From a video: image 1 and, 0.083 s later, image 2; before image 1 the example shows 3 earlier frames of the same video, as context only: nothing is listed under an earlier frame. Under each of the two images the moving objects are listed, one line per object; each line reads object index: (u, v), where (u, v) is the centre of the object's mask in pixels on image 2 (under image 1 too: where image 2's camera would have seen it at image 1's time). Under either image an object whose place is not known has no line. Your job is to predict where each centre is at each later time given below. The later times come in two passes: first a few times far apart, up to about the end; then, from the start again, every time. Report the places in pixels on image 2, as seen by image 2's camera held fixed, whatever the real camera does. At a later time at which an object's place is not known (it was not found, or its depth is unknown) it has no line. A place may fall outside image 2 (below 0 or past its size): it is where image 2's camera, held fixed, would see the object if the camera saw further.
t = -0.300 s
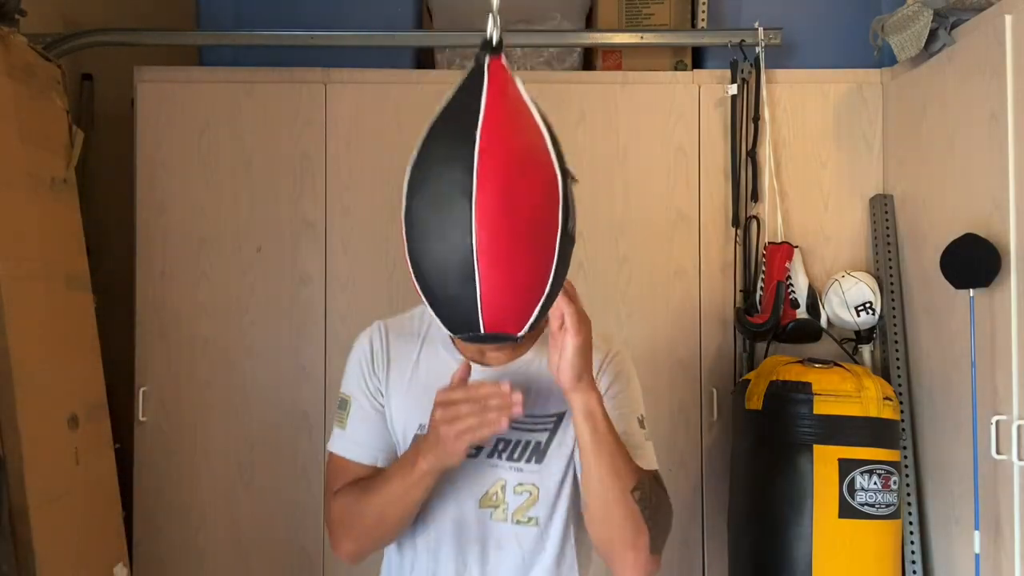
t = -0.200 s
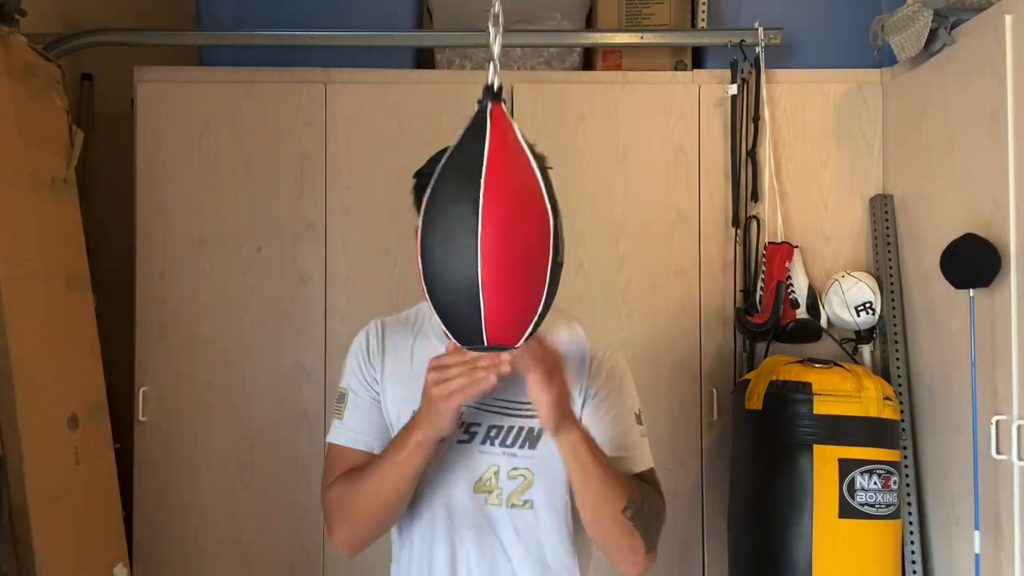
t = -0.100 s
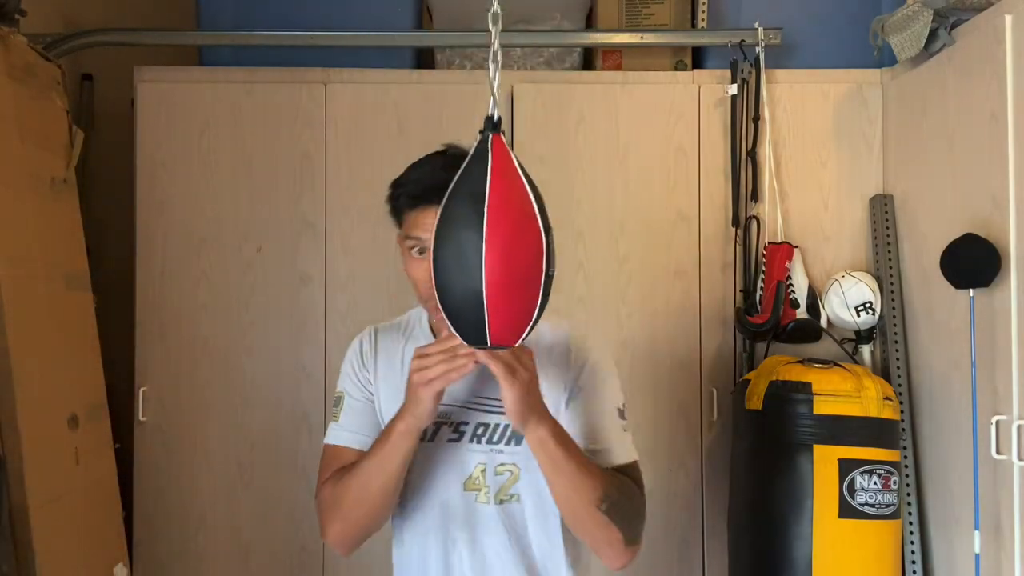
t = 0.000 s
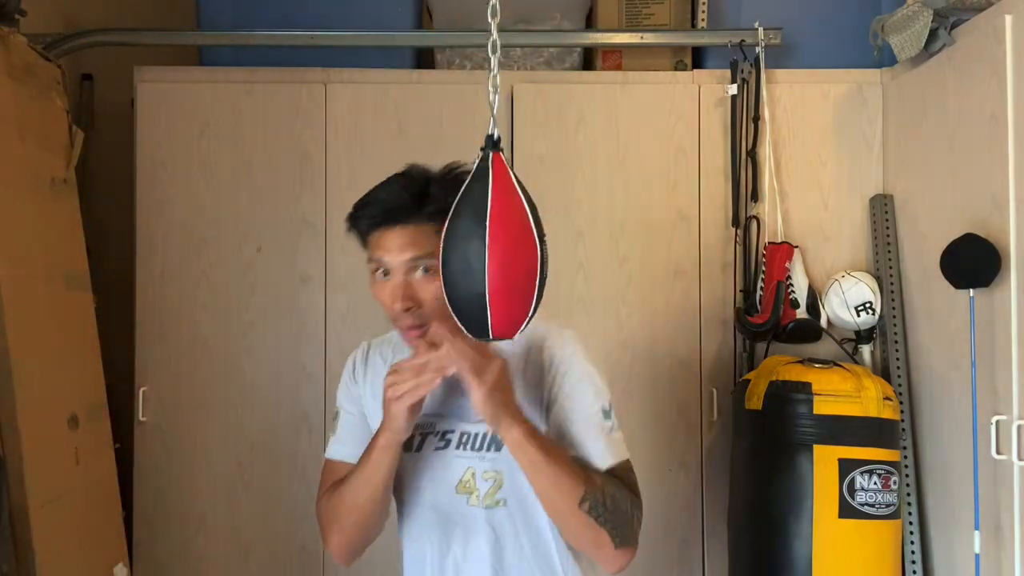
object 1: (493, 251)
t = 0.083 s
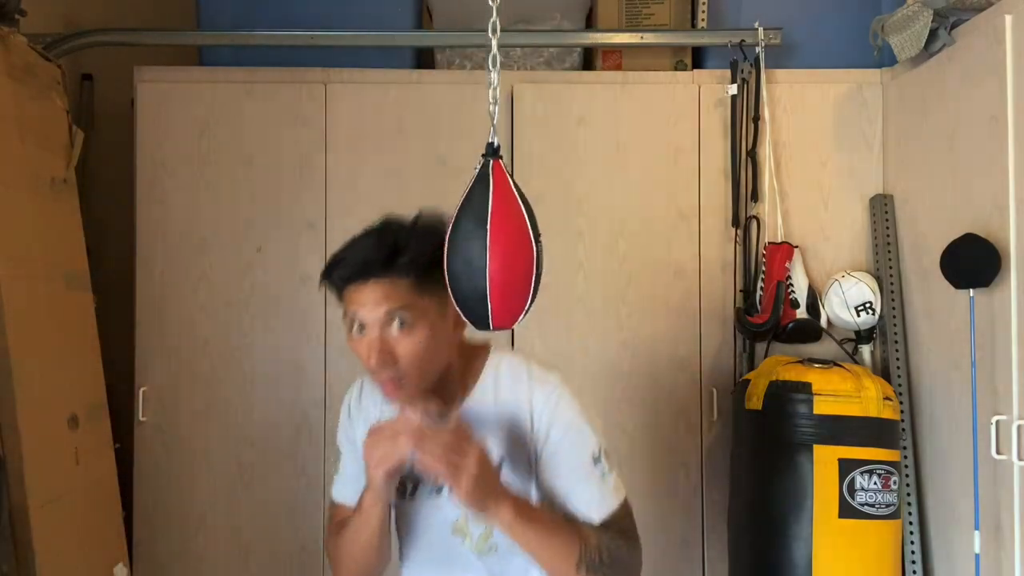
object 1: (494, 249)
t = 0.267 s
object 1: (492, 238)
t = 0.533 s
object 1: (492, 232)
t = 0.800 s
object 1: (493, 244)
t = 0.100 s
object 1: (493, 248)
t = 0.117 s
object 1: (493, 247)
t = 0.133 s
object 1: (493, 247)
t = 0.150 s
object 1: (492, 245)
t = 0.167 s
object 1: (493, 244)
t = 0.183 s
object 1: (492, 243)
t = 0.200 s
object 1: (493, 242)
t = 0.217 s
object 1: (492, 241)
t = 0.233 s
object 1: (492, 240)
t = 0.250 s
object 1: (492, 239)
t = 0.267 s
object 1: (492, 238)
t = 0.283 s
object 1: (492, 237)
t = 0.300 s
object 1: (491, 236)
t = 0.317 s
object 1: (492, 236)
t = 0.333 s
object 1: (491, 235)
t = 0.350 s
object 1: (492, 234)
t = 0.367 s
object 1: (491, 234)
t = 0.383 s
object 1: (492, 233)
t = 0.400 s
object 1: (491, 232)
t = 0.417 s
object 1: (491, 232)
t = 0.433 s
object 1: (491, 232)
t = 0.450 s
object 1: (492, 232)
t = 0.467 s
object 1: (491, 231)
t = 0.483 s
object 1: (491, 231)
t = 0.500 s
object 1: (492, 231)
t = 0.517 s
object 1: (491, 231)
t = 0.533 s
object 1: (492, 232)
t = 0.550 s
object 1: (491, 232)
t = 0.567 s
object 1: (492, 232)
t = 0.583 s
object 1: (491, 232)
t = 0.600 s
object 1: (492, 233)
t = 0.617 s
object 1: (491, 234)
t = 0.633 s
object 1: (492, 235)
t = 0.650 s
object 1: (491, 235)
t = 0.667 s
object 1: (492, 236)
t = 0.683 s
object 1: (492, 236)
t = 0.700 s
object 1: (492, 237)
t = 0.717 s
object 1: (492, 239)
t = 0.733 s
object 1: (492, 240)
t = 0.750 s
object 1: (492, 240)
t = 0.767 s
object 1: (492, 241)
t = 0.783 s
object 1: (492, 243)
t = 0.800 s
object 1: (493, 244)
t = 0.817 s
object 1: (492, 244)
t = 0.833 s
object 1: (492, 245)
